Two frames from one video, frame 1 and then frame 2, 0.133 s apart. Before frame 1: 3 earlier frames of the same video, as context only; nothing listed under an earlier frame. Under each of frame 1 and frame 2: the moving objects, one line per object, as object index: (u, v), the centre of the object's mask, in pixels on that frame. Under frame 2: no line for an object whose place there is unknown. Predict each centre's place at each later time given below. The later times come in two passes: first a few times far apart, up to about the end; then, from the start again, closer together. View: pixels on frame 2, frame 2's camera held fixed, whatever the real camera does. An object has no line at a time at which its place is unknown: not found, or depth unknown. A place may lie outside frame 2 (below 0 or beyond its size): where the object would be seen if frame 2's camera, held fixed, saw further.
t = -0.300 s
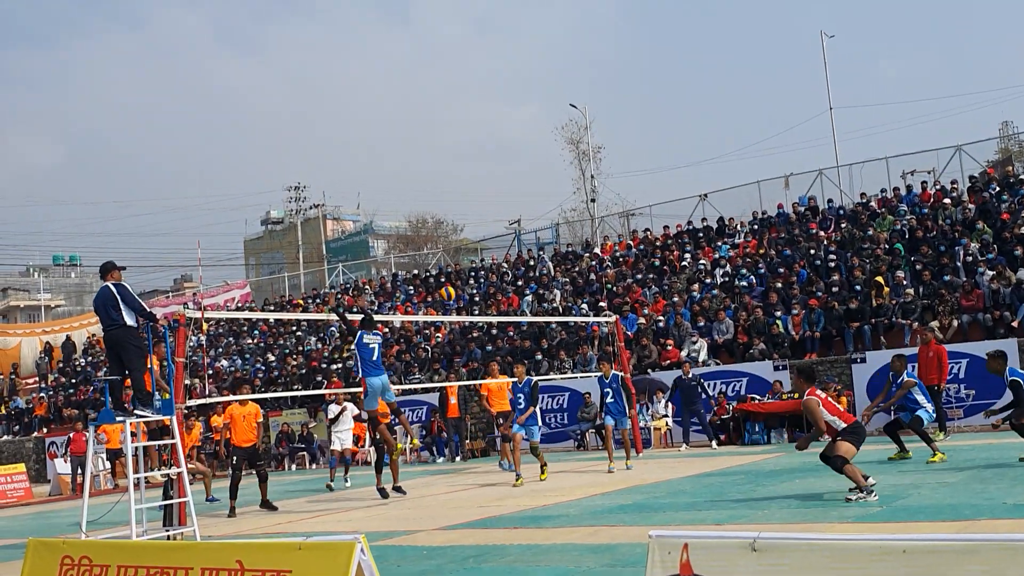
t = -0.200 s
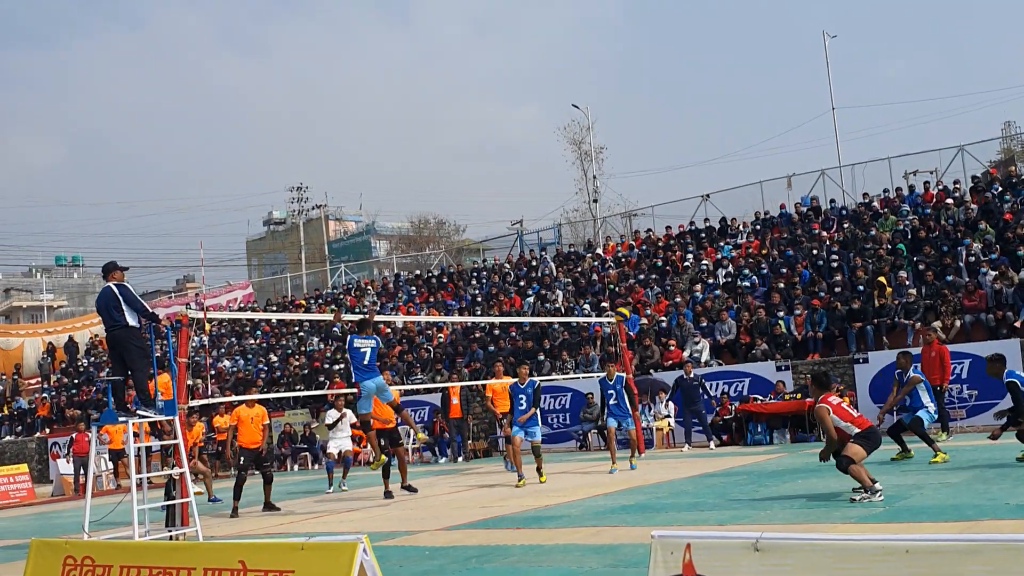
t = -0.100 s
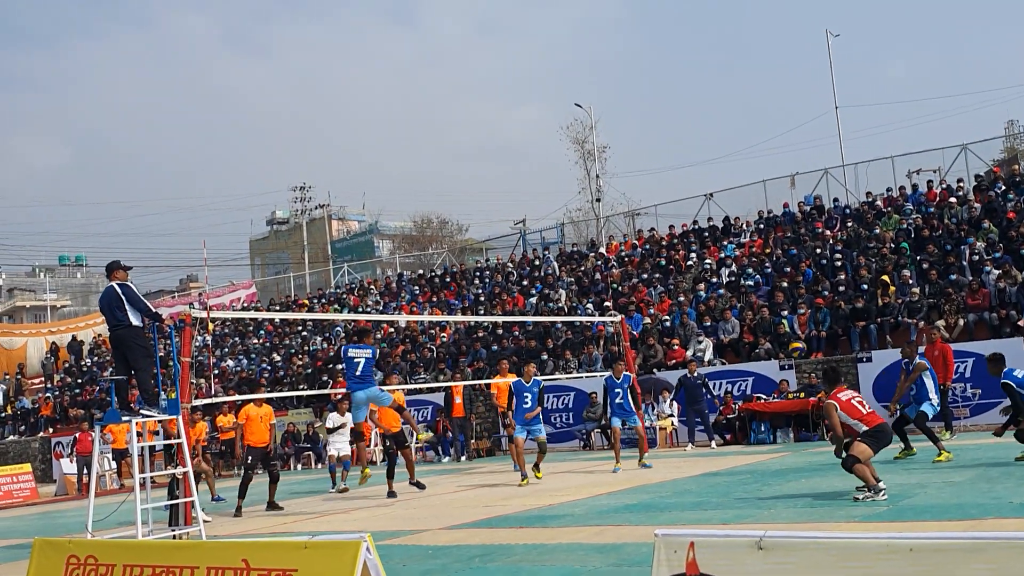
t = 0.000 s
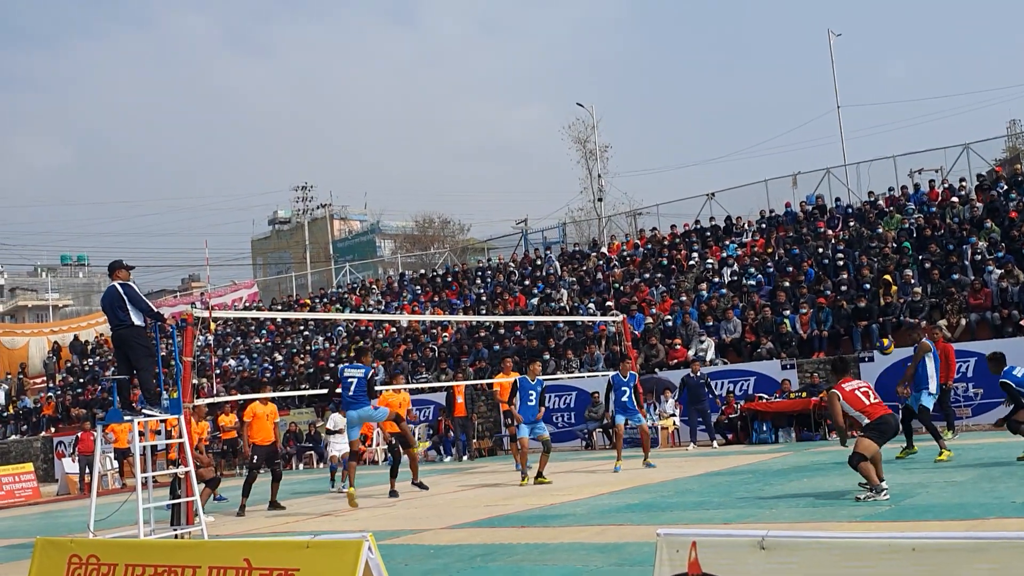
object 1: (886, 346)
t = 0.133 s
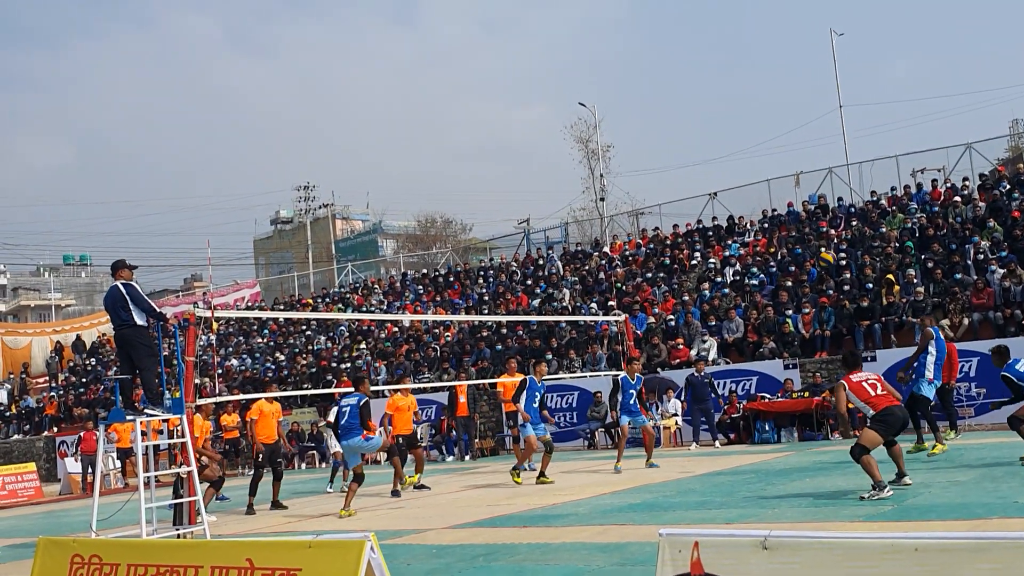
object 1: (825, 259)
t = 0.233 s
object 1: (784, 204)
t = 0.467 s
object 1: (691, 112)
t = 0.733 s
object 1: (592, 60)
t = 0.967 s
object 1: (511, 59)
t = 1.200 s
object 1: (434, 96)
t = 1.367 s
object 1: (382, 148)
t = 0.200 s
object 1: (800, 220)
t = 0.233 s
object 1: (784, 204)
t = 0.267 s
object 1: (770, 188)
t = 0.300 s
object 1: (756, 173)
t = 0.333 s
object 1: (742, 159)
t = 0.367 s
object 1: (729, 146)
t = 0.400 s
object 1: (716, 134)
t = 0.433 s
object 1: (703, 122)
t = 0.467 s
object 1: (691, 112)
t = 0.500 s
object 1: (678, 102)
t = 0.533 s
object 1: (665, 94)
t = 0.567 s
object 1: (653, 86)
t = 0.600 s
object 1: (640, 79)
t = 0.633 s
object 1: (628, 73)
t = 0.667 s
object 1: (616, 68)
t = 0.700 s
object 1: (604, 64)
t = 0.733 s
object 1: (592, 60)
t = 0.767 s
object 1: (581, 57)
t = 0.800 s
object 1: (569, 56)
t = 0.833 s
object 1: (557, 54)
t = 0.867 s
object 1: (545, 54)
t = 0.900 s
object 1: (534, 55)
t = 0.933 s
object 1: (523, 56)
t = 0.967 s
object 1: (511, 59)
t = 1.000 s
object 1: (500, 61)
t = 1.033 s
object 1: (489, 65)
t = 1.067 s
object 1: (478, 70)
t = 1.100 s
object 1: (467, 75)
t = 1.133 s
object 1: (456, 81)
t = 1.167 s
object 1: (445, 88)
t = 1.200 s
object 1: (434, 96)
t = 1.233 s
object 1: (423, 105)
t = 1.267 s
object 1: (413, 114)
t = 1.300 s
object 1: (403, 125)
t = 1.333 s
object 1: (392, 136)
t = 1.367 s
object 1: (382, 148)
